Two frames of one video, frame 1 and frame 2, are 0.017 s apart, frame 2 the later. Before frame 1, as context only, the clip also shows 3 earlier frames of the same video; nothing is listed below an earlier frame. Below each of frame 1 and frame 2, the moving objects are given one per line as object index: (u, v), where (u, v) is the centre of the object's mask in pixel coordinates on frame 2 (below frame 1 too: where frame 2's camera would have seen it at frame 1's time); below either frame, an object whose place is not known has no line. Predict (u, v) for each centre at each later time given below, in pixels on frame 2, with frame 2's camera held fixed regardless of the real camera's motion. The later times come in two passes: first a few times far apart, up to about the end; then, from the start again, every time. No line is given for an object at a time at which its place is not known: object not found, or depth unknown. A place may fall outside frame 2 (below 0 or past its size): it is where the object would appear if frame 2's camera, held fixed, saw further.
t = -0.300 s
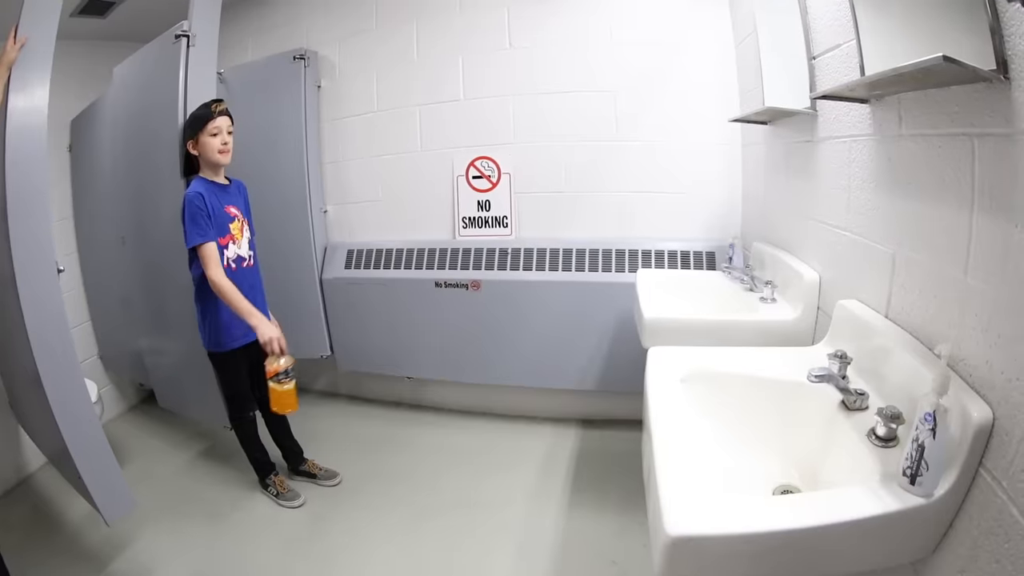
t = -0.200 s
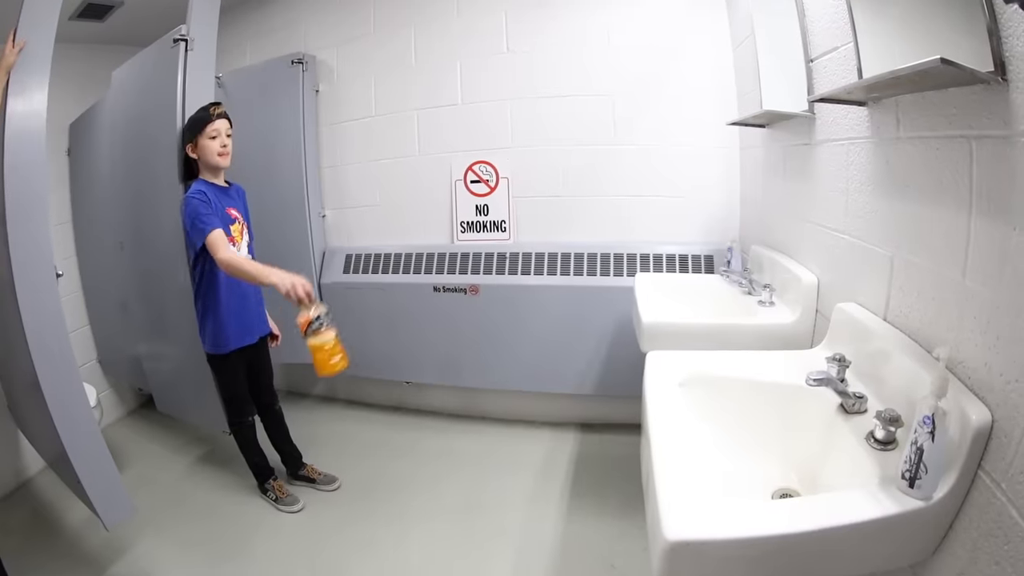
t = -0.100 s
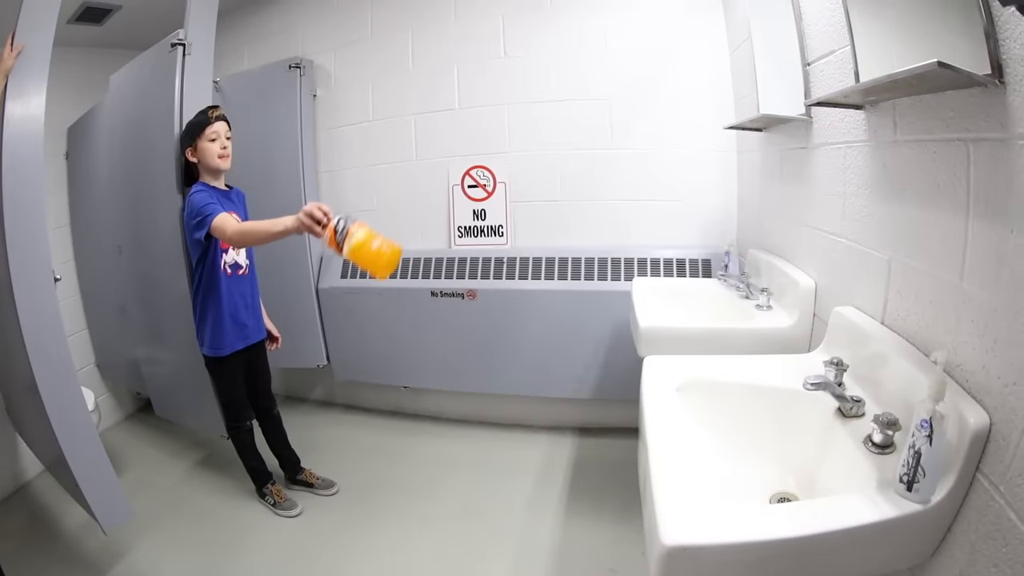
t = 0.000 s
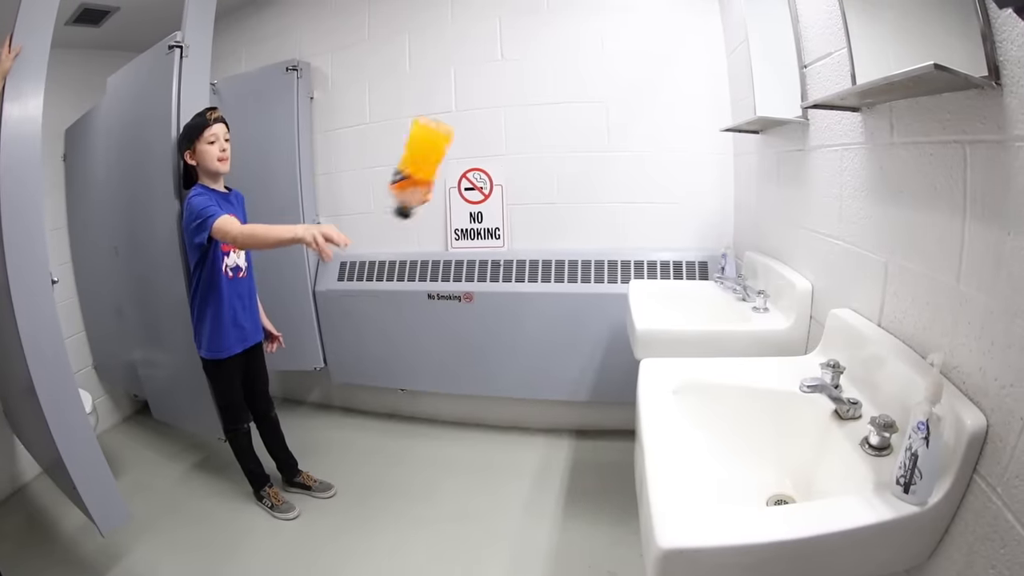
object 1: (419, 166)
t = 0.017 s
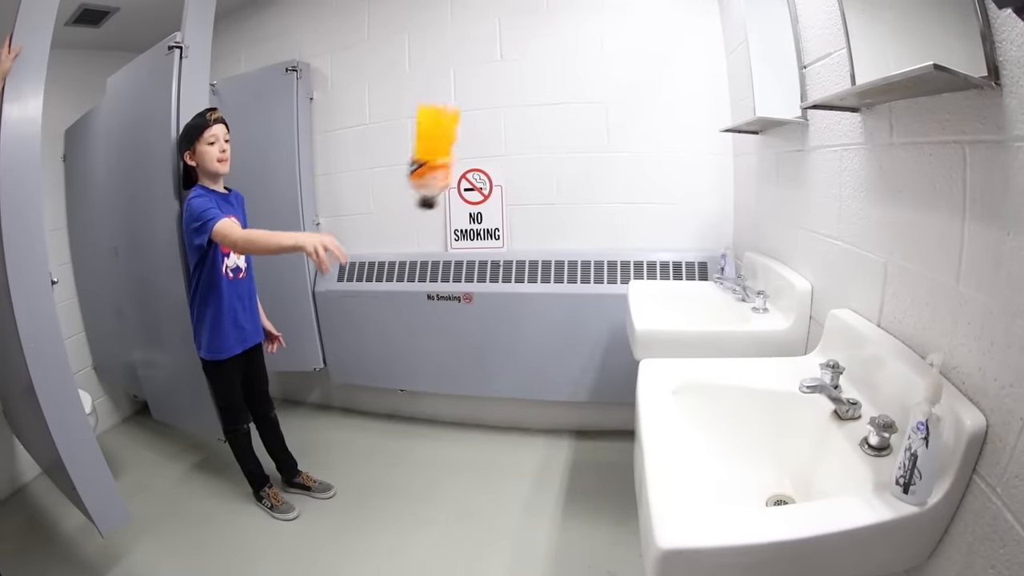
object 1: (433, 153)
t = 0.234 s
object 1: (614, 84)
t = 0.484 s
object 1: (821, 326)
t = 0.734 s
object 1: (816, 322)
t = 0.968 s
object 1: (813, 321)
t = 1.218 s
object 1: (812, 320)
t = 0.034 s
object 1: (448, 139)
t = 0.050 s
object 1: (461, 125)
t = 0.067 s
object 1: (476, 113)
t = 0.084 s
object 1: (490, 101)
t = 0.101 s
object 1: (502, 93)
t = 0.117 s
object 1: (515, 86)
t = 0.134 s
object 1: (528, 80)
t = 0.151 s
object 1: (542, 77)
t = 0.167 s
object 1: (556, 75)
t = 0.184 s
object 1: (570, 75)
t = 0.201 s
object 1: (585, 76)
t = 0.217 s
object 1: (599, 80)
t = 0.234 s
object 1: (614, 84)
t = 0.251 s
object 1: (630, 90)
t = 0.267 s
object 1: (645, 98)
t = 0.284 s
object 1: (661, 109)
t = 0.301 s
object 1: (677, 119)
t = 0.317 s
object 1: (695, 133)
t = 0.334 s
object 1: (711, 148)
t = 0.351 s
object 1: (727, 165)
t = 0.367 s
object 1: (741, 185)
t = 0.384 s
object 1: (753, 208)
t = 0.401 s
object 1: (765, 230)
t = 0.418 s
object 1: (777, 254)
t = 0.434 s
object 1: (790, 279)
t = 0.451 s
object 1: (800, 306)
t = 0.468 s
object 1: (809, 329)
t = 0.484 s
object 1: (821, 326)
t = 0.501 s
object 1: (822, 326)
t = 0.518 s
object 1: (823, 325)
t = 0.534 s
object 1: (825, 324)
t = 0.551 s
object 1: (826, 324)
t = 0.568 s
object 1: (826, 323)
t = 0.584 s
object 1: (825, 323)
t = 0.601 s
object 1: (825, 323)
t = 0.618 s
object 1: (825, 323)
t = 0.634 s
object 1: (824, 323)
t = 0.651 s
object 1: (824, 323)
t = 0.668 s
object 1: (822, 323)
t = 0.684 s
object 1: (821, 323)
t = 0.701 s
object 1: (819, 322)
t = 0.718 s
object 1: (817, 322)
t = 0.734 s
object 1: (816, 322)
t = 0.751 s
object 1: (816, 321)
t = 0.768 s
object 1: (815, 322)
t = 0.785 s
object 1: (814, 321)
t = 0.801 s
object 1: (814, 321)
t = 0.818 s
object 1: (813, 321)
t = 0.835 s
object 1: (813, 321)
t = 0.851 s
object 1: (813, 321)
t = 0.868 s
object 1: (813, 321)
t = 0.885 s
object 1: (813, 321)
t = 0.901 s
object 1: (812, 321)
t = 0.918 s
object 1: (812, 321)
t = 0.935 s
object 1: (812, 321)
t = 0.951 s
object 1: (812, 321)
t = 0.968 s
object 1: (813, 321)
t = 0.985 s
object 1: (813, 321)
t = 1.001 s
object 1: (812, 321)
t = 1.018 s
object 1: (812, 321)
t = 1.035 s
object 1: (812, 321)
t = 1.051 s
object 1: (812, 321)
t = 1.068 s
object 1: (812, 321)
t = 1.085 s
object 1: (812, 321)
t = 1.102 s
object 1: (812, 321)
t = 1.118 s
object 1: (812, 321)
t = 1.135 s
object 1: (812, 321)
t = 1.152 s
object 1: (812, 321)
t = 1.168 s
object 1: (812, 320)
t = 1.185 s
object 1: (812, 321)
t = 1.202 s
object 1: (812, 321)
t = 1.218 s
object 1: (812, 320)
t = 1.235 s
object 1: (812, 320)
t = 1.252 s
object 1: (812, 321)
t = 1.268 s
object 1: (812, 320)
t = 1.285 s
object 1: (811, 320)
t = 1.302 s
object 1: (811, 321)
